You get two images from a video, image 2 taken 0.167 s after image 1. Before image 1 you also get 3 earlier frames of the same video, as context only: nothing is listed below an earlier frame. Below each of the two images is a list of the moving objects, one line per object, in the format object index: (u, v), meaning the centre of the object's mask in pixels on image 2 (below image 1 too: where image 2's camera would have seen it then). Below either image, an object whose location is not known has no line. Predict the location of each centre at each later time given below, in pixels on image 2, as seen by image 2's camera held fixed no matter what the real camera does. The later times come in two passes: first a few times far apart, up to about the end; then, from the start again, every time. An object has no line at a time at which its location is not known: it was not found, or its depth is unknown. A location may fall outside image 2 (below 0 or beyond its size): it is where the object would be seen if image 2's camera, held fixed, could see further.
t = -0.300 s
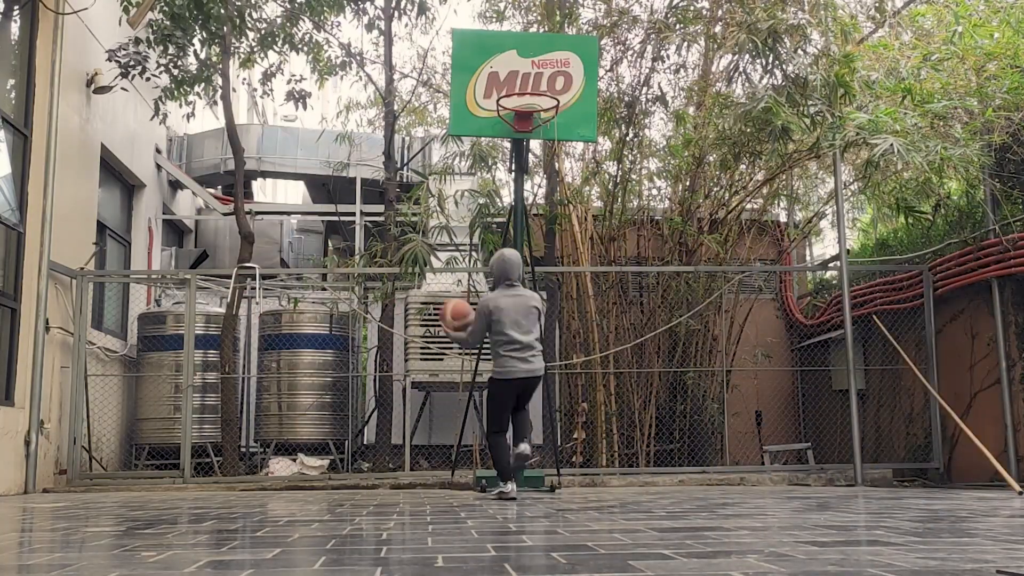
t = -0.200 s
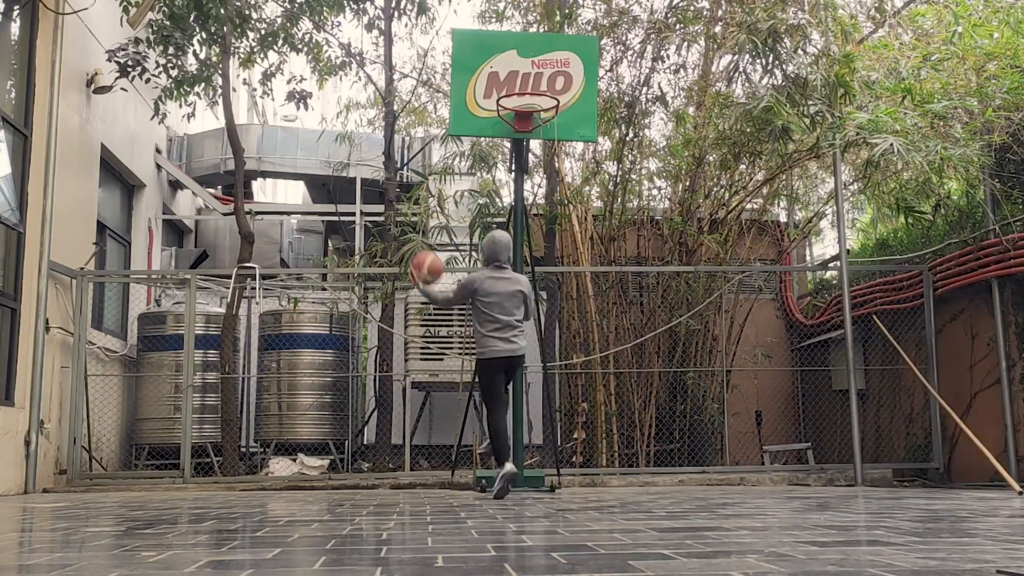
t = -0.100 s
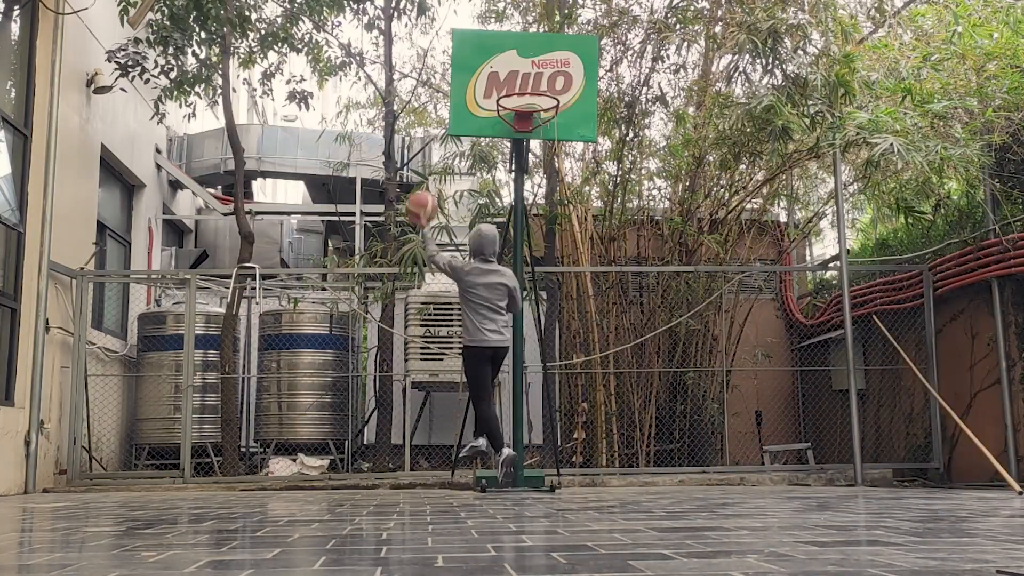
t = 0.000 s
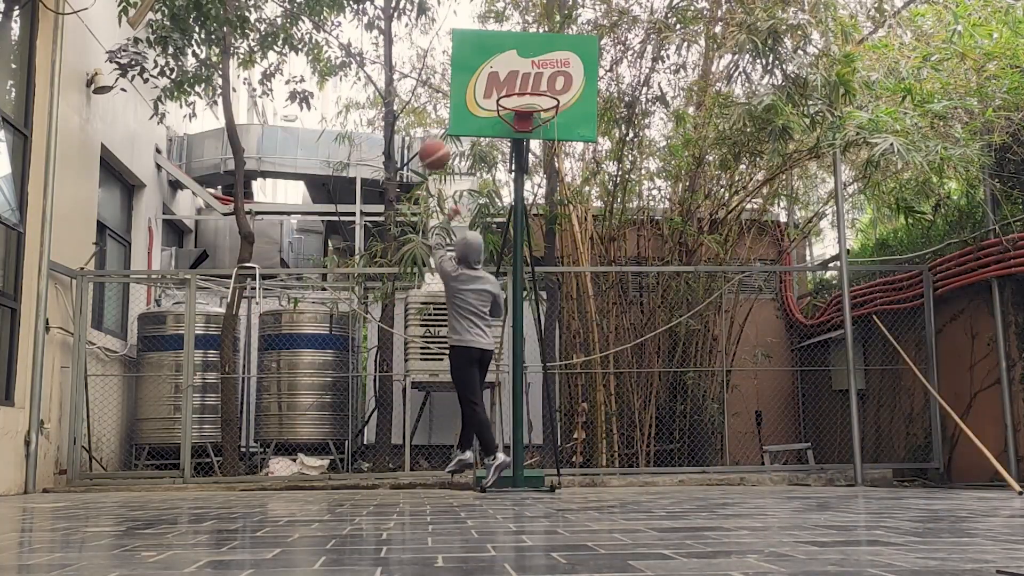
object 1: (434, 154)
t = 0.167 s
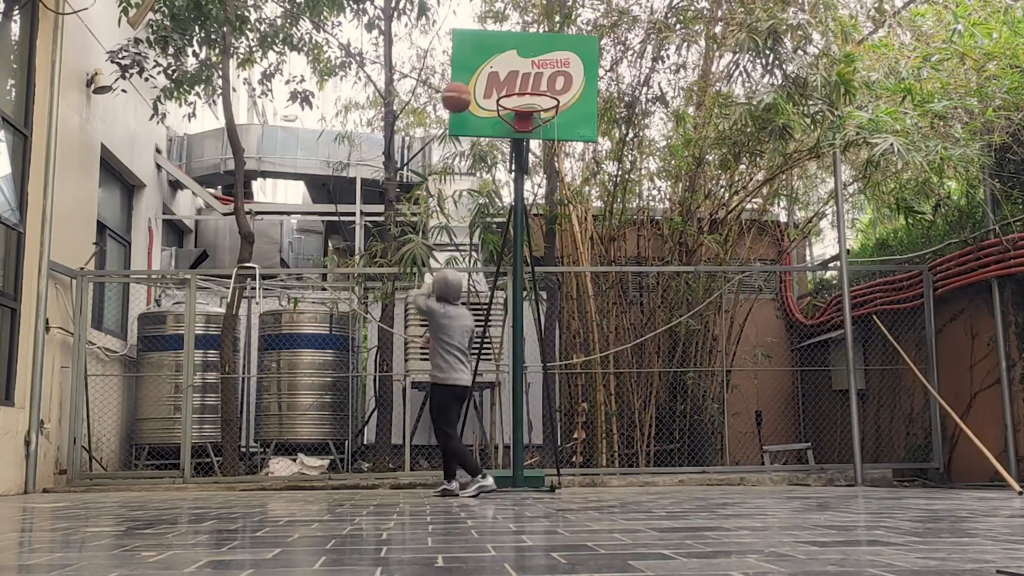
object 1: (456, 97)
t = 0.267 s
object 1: (468, 80)
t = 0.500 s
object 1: (496, 76)
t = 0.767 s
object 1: (535, 143)
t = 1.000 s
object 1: (573, 283)
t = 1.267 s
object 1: (612, 428)
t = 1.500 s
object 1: (613, 283)
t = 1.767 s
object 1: (617, 208)
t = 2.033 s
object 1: (624, 227)
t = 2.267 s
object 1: (634, 323)
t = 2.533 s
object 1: (648, 442)
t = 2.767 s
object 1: (653, 333)
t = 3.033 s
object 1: (665, 302)
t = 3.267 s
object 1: (679, 357)
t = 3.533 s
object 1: (696, 450)
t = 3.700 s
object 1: (701, 384)
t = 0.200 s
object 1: (460, 90)
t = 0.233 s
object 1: (464, 85)
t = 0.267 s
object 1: (468, 80)
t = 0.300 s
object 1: (472, 77)
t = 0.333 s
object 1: (476, 76)
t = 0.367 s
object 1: (480, 76)
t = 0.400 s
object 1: (485, 74)
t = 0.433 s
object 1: (489, 74)
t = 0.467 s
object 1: (491, 73)
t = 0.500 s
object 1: (496, 76)
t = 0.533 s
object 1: (502, 80)
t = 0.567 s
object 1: (506, 84)
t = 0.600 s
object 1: (511, 91)
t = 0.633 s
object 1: (515, 98)
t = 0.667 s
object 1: (520, 107)
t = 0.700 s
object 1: (525, 118)
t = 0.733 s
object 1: (530, 129)
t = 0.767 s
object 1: (535, 143)
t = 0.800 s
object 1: (540, 158)
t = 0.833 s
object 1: (545, 173)
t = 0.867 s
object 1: (551, 193)
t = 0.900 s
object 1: (556, 212)
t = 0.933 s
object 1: (562, 235)
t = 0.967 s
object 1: (566, 257)
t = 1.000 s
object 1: (573, 283)
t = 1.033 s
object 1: (579, 309)
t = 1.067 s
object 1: (585, 339)
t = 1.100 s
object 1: (591, 371)
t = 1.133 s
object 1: (598, 404)
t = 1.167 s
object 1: (604, 438)
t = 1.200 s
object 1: (611, 477)
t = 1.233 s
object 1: (611, 456)
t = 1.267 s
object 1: (612, 428)
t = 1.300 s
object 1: (612, 403)
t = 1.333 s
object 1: (612, 379)
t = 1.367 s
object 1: (612, 357)
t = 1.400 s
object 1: (613, 335)
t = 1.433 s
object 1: (613, 317)
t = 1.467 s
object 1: (613, 299)
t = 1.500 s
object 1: (613, 283)
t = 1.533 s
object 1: (614, 269)
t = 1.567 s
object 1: (614, 255)
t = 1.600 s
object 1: (614, 244)
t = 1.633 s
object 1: (615, 234)
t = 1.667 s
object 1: (615, 226)
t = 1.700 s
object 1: (616, 219)
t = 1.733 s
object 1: (616, 213)
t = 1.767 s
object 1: (617, 208)
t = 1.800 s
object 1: (619, 206)
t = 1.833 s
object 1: (619, 205)
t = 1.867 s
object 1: (620, 205)
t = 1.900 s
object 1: (620, 205)
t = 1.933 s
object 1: (622, 209)
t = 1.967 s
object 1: (623, 213)
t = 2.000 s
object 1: (624, 219)
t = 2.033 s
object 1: (624, 227)
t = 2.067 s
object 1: (626, 236)
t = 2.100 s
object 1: (628, 246)
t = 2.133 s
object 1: (629, 257)
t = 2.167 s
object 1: (631, 272)
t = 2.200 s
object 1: (632, 287)
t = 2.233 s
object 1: (633, 304)
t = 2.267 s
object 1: (634, 323)
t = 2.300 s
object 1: (637, 343)
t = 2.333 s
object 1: (638, 366)
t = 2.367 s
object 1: (640, 390)
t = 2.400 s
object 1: (642, 416)
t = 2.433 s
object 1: (644, 443)
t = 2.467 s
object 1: (645, 474)
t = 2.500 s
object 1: (647, 465)
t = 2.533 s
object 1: (648, 442)
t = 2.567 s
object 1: (648, 422)
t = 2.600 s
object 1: (649, 403)
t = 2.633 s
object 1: (650, 386)
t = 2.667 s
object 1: (650, 371)
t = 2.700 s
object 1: (651, 357)
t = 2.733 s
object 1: (653, 344)
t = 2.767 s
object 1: (653, 333)
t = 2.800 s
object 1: (654, 324)
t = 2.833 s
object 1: (656, 317)
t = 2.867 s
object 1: (657, 310)
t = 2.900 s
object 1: (658, 305)
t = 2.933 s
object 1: (660, 302)
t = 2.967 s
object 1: (661, 301)
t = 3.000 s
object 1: (663, 301)
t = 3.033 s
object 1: (665, 302)
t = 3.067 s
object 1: (666, 305)
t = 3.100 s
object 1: (668, 310)
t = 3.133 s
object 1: (670, 316)
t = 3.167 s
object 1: (672, 324)
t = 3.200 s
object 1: (674, 333)
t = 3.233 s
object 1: (677, 345)
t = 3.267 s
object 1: (679, 357)
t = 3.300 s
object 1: (681, 372)
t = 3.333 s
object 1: (683, 388)
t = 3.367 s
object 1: (685, 406)
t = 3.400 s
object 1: (688, 426)
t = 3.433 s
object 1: (691, 448)
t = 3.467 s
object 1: (693, 471)
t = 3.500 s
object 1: (695, 469)
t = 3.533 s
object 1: (696, 450)
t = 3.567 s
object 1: (697, 434)
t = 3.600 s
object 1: (698, 420)
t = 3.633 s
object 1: (699, 406)
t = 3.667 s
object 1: (700, 395)
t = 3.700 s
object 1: (701, 384)
